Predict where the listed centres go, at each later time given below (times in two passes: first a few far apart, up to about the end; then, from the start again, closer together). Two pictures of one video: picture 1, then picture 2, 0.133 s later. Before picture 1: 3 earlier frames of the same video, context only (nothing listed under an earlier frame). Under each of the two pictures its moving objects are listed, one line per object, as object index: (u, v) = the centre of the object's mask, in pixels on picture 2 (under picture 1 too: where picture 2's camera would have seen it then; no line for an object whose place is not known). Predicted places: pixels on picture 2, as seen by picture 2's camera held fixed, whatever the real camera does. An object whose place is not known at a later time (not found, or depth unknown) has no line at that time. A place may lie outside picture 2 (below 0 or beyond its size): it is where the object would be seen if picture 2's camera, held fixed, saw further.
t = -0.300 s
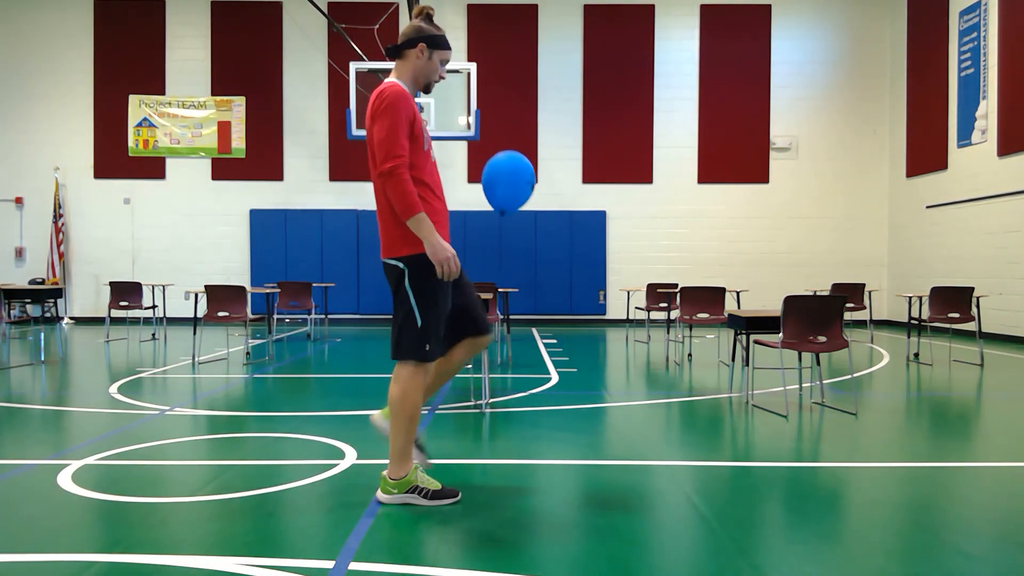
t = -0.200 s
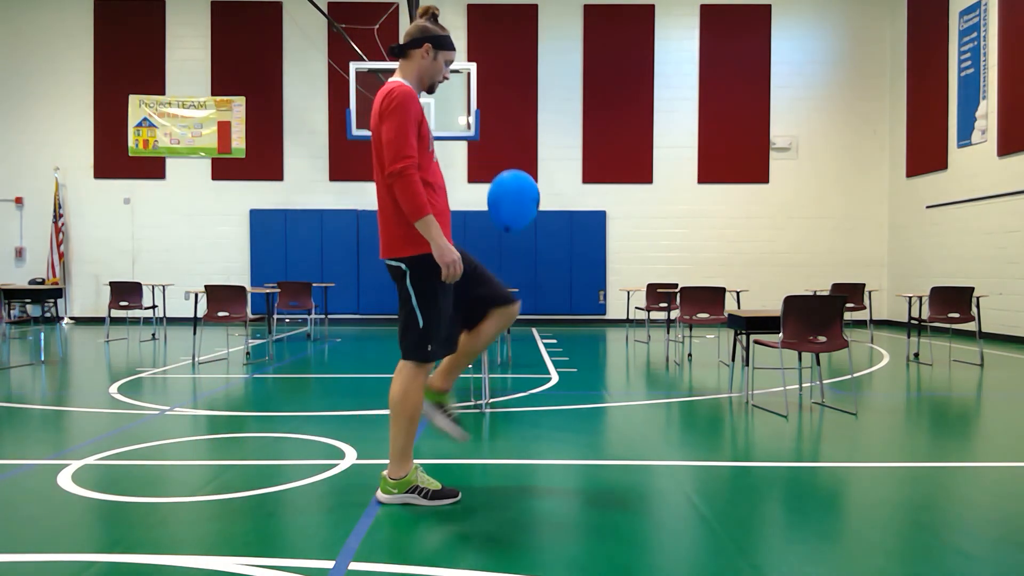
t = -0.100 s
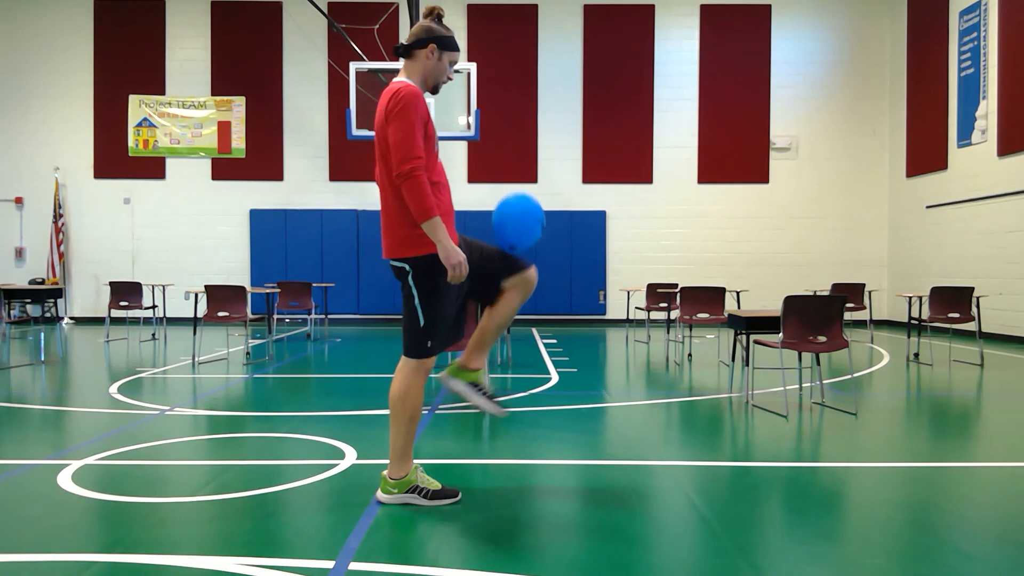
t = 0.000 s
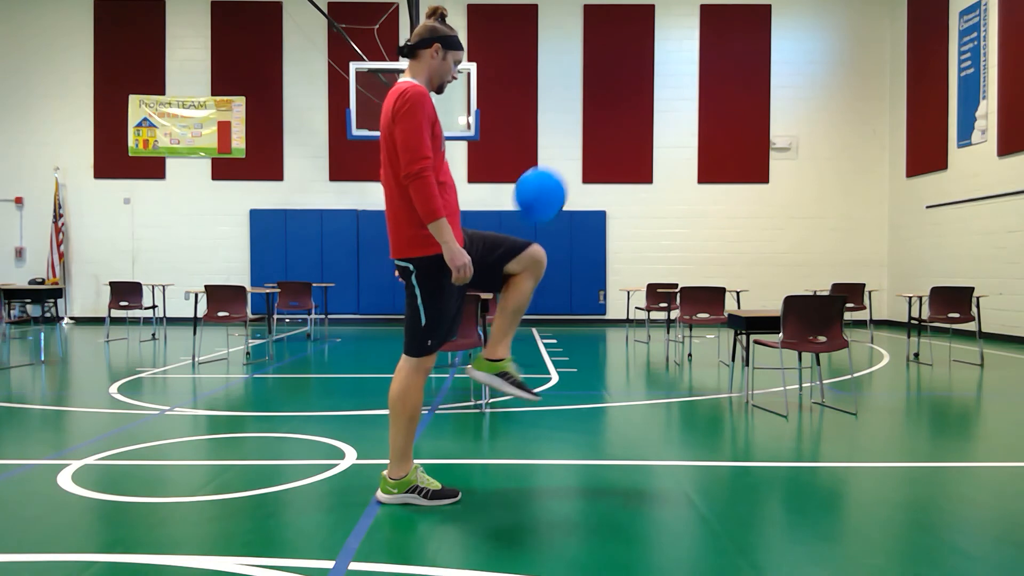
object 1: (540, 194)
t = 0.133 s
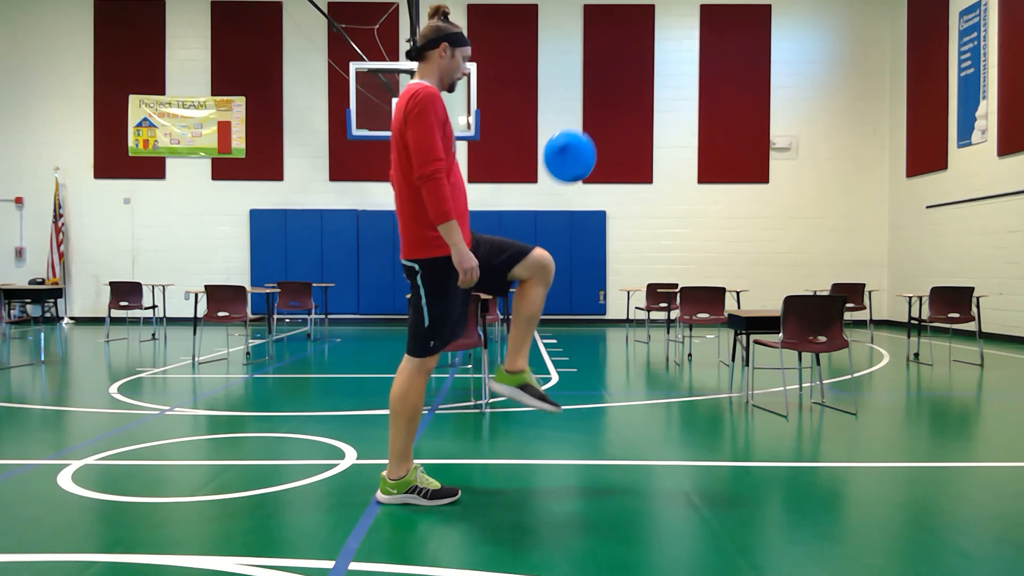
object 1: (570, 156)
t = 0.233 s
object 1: (588, 134)
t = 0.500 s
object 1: (625, 101)
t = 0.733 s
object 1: (651, 97)
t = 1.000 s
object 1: (674, 124)
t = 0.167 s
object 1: (576, 148)
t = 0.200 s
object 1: (582, 141)
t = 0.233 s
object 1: (588, 134)
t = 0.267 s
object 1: (593, 128)
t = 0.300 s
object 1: (599, 123)
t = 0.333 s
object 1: (603, 118)
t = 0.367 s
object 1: (608, 114)
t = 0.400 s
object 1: (612, 110)
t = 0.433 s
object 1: (617, 106)
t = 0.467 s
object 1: (621, 103)
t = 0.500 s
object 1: (625, 101)
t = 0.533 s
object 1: (629, 99)
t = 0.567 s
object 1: (633, 97)
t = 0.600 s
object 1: (636, 96)
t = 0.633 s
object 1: (640, 95)
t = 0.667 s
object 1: (644, 96)
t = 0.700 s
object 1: (648, 96)
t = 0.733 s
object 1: (651, 97)
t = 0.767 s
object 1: (655, 99)
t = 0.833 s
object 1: (661, 104)
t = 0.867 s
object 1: (664, 107)
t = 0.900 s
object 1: (667, 111)
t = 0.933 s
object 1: (669, 115)
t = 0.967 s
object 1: (672, 120)
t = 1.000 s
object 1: (674, 124)
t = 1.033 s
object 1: (676, 130)
